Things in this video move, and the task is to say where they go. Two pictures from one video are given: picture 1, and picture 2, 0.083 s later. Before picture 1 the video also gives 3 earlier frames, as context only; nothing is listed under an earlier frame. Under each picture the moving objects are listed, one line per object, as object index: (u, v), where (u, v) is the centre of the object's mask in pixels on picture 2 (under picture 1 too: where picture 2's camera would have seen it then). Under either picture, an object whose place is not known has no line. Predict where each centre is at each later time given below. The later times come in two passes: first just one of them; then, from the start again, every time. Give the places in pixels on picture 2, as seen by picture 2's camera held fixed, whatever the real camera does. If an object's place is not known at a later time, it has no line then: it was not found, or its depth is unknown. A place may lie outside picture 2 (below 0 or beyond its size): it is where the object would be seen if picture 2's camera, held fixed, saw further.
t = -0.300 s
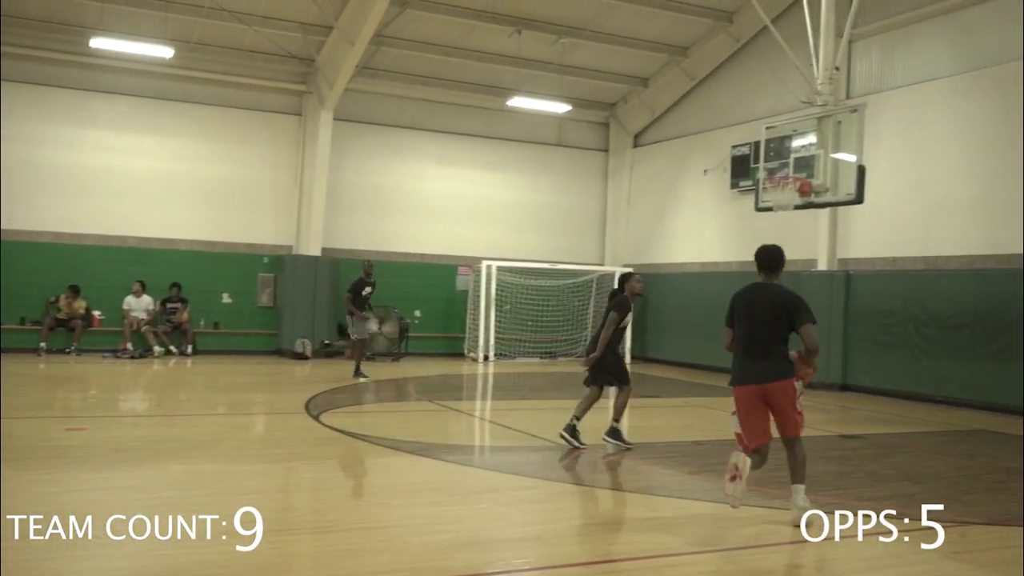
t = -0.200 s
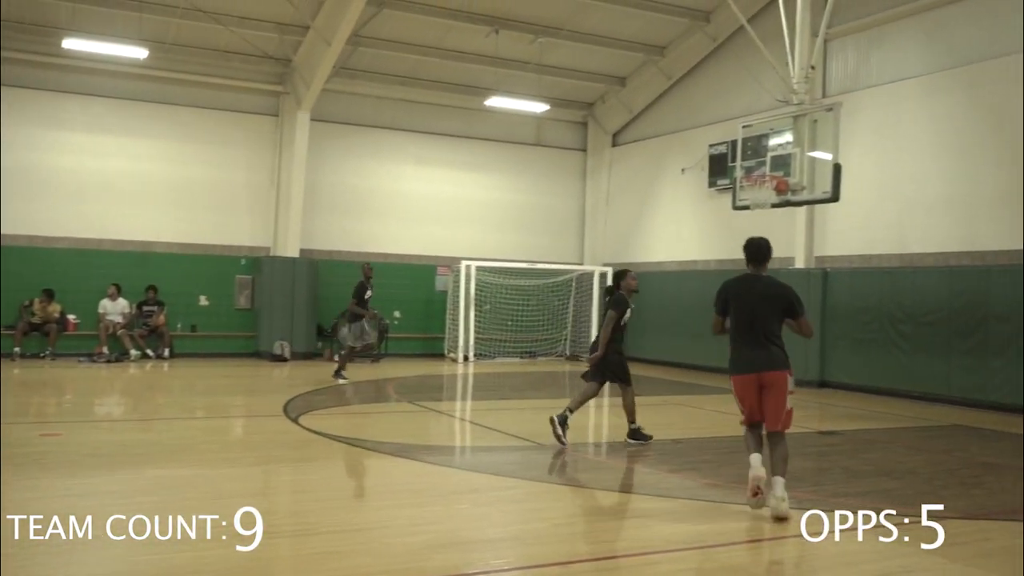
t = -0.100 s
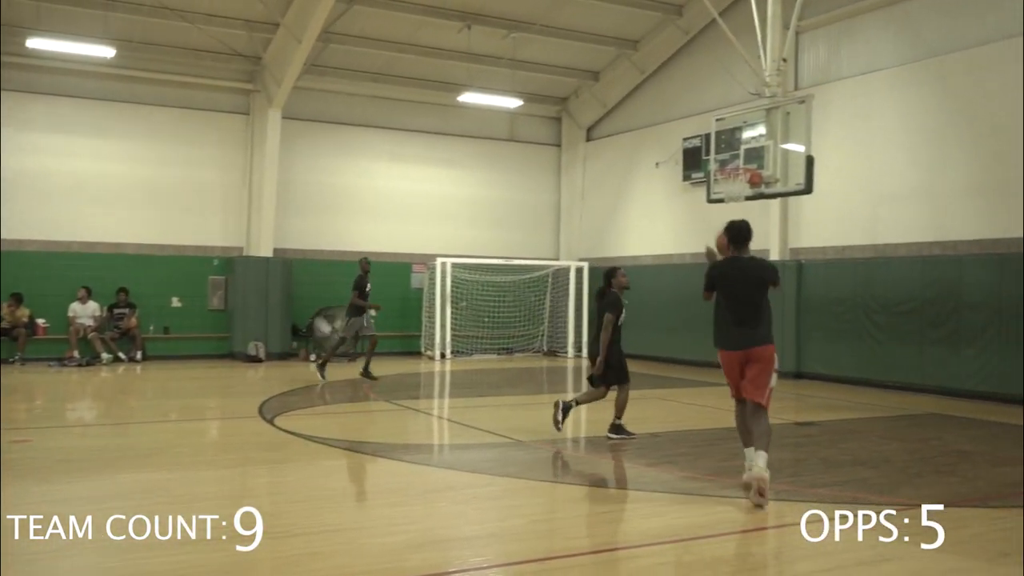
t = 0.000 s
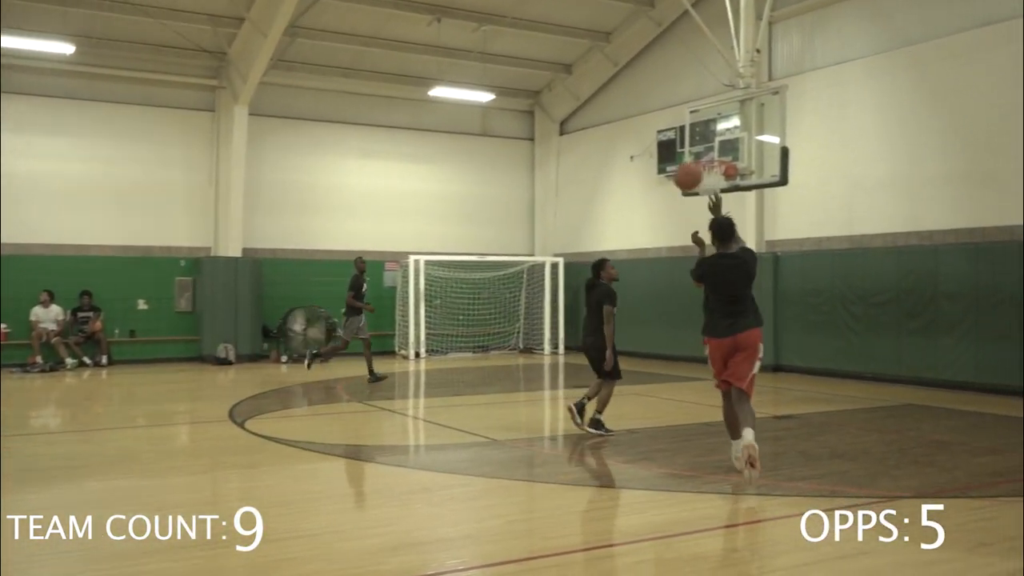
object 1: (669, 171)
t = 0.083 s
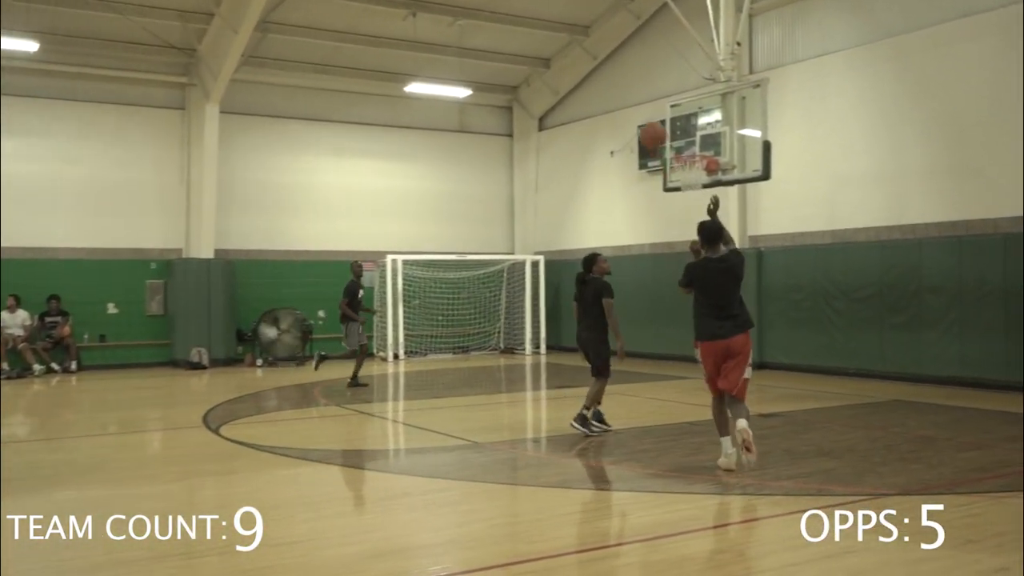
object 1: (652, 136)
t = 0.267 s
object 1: (626, 93)
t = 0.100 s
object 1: (650, 130)
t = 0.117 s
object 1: (647, 124)
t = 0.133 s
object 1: (644, 119)
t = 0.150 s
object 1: (642, 115)
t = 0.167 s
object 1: (639, 110)
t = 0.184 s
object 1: (637, 106)
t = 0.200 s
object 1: (635, 103)
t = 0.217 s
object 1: (632, 100)
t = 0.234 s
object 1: (630, 97)
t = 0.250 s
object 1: (628, 95)
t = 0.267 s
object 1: (626, 93)
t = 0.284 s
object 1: (624, 91)
